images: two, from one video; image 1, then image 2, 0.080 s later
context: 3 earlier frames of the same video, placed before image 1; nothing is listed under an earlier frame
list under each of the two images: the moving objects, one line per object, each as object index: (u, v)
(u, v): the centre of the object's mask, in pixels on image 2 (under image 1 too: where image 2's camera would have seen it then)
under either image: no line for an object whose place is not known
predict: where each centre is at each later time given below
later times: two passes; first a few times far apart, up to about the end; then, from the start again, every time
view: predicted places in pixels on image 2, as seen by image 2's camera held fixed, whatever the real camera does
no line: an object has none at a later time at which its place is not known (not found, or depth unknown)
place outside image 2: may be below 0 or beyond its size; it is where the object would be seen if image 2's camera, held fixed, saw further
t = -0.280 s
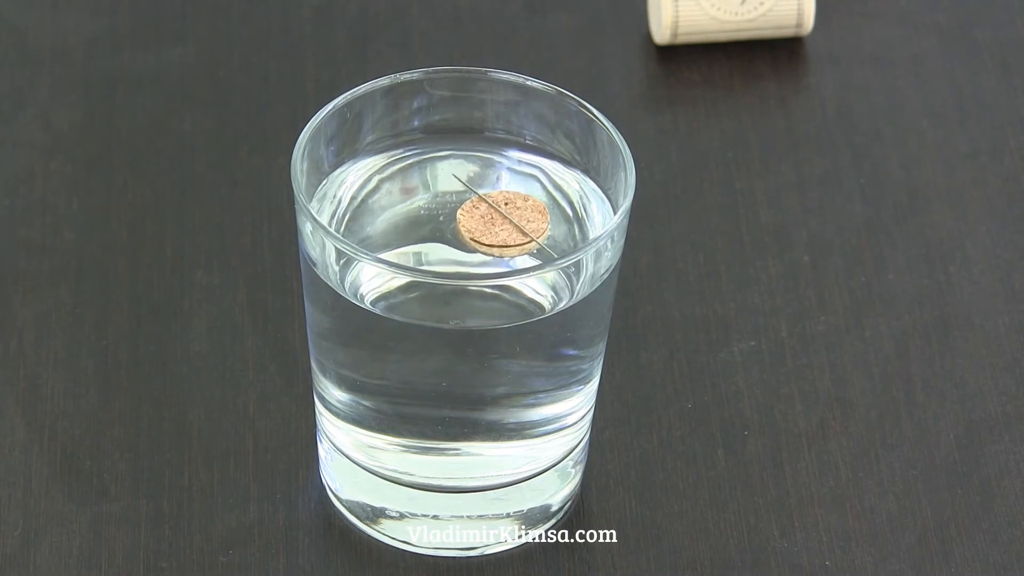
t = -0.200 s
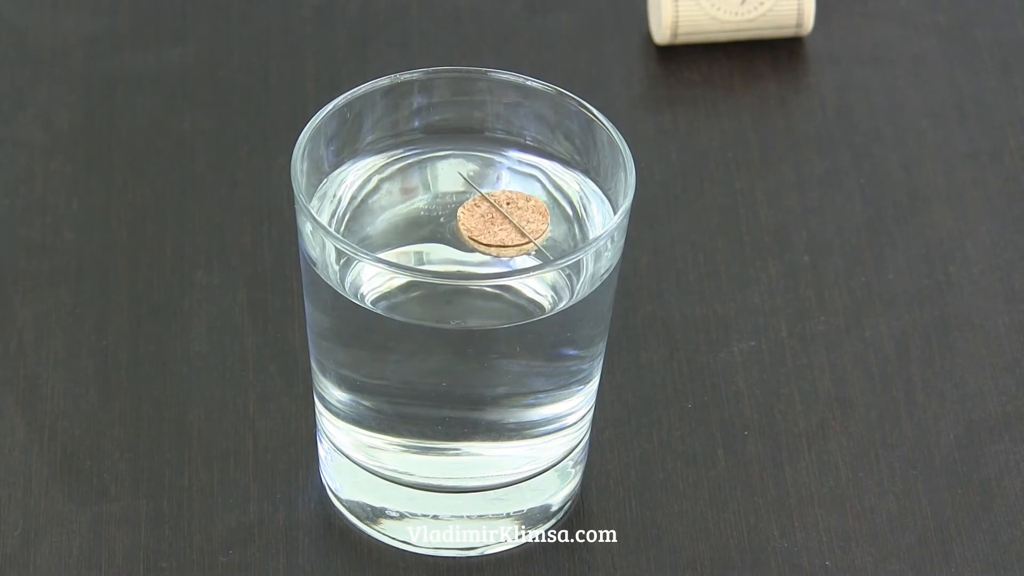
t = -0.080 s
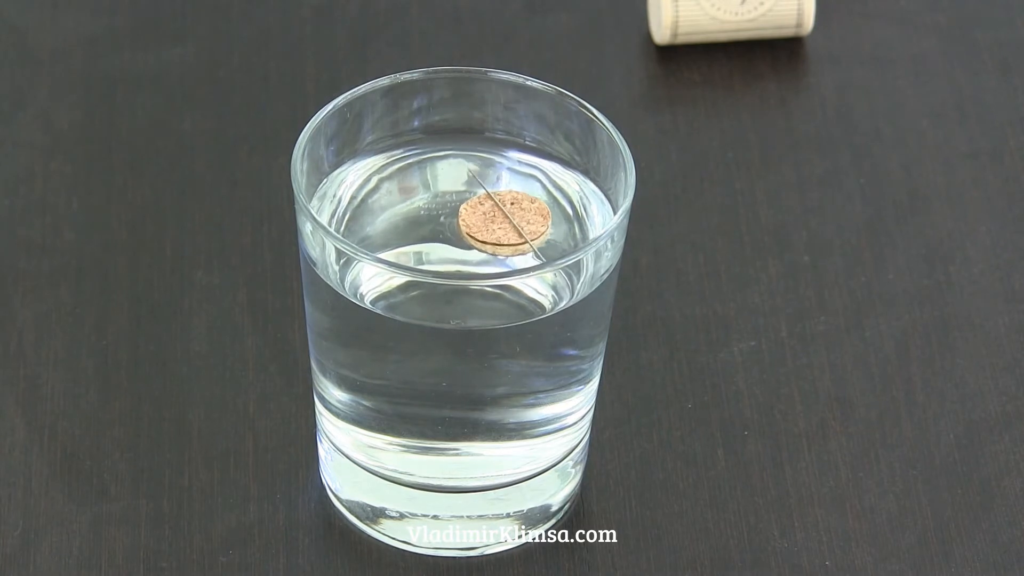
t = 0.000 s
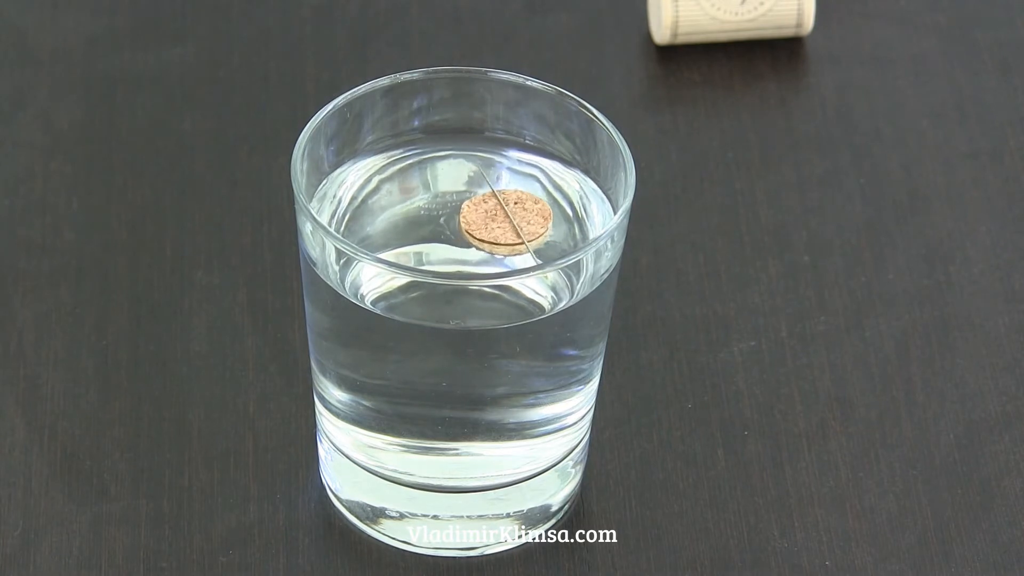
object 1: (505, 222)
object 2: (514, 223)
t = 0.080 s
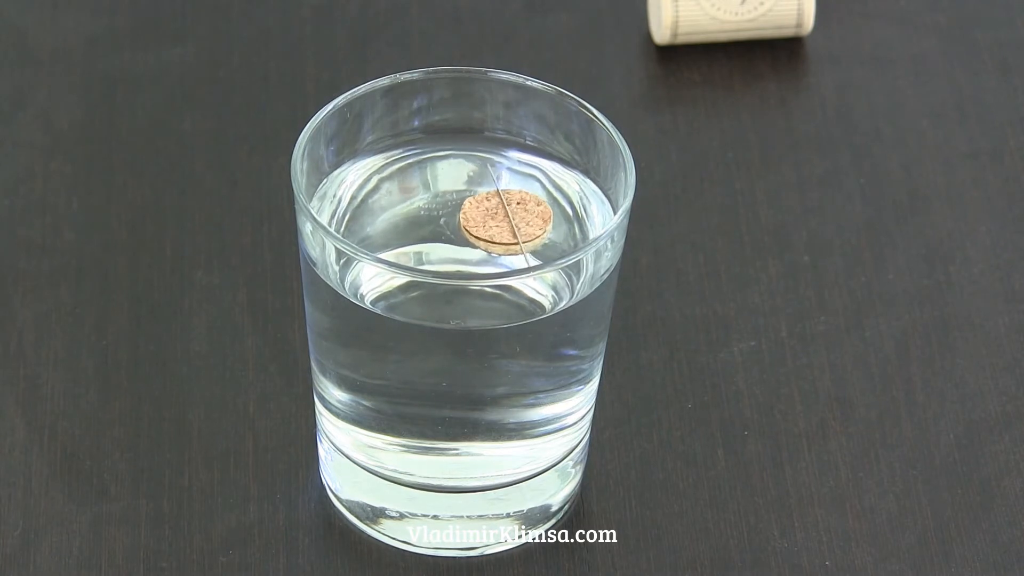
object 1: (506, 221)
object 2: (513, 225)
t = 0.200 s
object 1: (507, 221)
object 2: (511, 227)
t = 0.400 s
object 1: (510, 221)
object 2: (508, 220)
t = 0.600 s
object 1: (510, 218)
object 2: (495, 227)
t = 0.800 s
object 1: (511, 217)
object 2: (508, 214)
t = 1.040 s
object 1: (512, 216)
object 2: (499, 215)
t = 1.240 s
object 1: (513, 215)
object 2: (500, 213)
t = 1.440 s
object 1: (513, 213)
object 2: (500, 212)
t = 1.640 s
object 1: (514, 211)
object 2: (503, 210)
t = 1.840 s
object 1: (515, 210)
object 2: (511, 207)
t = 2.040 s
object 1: (515, 208)
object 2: (510, 208)
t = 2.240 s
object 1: (516, 207)
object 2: (513, 207)
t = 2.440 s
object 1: (518, 206)
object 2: (515, 207)
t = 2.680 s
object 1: (516, 203)
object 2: (518, 205)
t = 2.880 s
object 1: (517, 202)
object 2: (520, 203)
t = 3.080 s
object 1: (518, 200)
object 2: (521, 202)
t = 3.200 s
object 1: (518, 199)
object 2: (521, 201)
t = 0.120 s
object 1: (506, 221)
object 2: (512, 226)
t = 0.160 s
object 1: (506, 222)
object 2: (511, 226)
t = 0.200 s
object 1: (507, 221)
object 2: (511, 227)
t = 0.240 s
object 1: (508, 220)
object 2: (510, 225)
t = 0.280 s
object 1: (508, 220)
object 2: (509, 225)
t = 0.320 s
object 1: (507, 219)
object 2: (507, 230)
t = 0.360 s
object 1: (507, 219)
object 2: (505, 229)
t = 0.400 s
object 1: (510, 221)
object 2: (508, 220)
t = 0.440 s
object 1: (510, 220)
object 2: (508, 219)
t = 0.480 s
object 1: (510, 220)
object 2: (505, 222)
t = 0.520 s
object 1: (510, 219)
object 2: (501, 226)
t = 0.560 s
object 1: (510, 218)
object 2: (499, 226)
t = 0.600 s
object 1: (510, 218)
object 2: (495, 227)
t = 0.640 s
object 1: (510, 218)
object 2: (500, 222)
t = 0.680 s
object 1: (510, 218)
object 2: (500, 221)
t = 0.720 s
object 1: (511, 218)
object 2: (510, 213)
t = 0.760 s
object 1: (511, 218)
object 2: (505, 216)
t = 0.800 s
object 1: (511, 217)
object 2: (508, 214)
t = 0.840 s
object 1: (512, 217)
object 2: (508, 213)
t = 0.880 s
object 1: (512, 216)
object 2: (506, 214)
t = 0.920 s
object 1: (512, 216)
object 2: (503, 215)
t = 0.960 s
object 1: (512, 216)
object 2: (501, 216)
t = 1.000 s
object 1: (512, 216)
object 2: (499, 215)
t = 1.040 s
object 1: (512, 216)
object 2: (499, 215)
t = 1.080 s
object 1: (512, 215)
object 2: (500, 214)
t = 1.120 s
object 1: (513, 215)
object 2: (500, 214)
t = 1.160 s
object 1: (513, 215)
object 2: (499, 214)
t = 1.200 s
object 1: (513, 215)
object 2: (499, 213)
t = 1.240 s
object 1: (513, 215)
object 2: (500, 213)
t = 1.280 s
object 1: (513, 214)
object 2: (500, 213)
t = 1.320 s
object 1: (513, 214)
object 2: (500, 213)
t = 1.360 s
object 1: (513, 213)
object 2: (500, 212)
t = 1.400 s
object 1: (514, 213)
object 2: (500, 212)
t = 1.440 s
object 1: (513, 213)
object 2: (500, 212)
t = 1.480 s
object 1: (514, 213)
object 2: (500, 212)
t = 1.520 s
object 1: (514, 212)
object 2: (500, 212)
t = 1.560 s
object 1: (514, 212)
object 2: (502, 211)
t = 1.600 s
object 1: (514, 212)
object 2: (503, 211)
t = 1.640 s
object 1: (514, 211)
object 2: (503, 210)
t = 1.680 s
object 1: (514, 211)
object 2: (504, 210)
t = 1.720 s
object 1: (514, 211)
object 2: (505, 210)
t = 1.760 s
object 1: (514, 210)
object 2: (507, 209)
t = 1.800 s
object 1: (515, 210)
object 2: (509, 208)
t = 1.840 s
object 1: (515, 210)
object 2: (511, 207)
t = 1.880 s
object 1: (515, 209)
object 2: (512, 207)
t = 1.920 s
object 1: (515, 209)
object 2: (510, 208)
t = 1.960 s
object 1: (515, 208)
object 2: (509, 208)
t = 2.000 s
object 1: (515, 208)
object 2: (510, 208)
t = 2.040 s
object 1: (515, 208)
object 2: (510, 208)
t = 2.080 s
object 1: (515, 208)
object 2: (510, 209)
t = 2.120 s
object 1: (515, 208)
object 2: (515, 204)
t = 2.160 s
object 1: (515, 207)
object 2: (517, 202)
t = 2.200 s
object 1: (515, 207)
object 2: (513, 206)
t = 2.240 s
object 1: (516, 207)
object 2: (513, 207)
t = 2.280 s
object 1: (516, 207)
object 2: (513, 208)
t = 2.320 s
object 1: (517, 206)
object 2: (513, 207)
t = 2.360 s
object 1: (517, 207)
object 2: (514, 208)
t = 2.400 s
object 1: (517, 207)
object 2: (515, 207)
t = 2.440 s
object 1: (518, 206)
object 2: (515, 207)
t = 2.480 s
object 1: (514, 204)
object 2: (516, 205)
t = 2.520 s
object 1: (514, 205)
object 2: (516, 206)
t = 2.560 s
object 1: (515, 204)
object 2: (517, 205)
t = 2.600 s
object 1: (515, 204)
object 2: (517, 205)
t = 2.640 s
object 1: (515, 203)
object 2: (518, 205)
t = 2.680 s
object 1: (516, 203)
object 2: (518, 205)
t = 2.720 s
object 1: (516, 203)
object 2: (519, 205)
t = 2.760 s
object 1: (516, 202)
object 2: (519, 203)
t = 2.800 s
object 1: (517, 202)
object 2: (519, 203)
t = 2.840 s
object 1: (517, 202)
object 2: (519, 203)
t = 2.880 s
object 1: (517, 202)
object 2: (520, 203)
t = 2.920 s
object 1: (517, 201)
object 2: (520, 203)
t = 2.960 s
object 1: (517, 201)
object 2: (520, 203)
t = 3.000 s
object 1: (518, 201)
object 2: (520, 203)
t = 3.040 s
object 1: (518, 201)
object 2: (520, 203)
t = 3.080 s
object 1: (518, 200)
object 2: (521, 202)
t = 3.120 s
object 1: (518, 200)
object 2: (521, 202)
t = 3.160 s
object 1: (518, 200)
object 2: (521, 202)
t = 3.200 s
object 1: (518, 199)
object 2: (521, 201)
